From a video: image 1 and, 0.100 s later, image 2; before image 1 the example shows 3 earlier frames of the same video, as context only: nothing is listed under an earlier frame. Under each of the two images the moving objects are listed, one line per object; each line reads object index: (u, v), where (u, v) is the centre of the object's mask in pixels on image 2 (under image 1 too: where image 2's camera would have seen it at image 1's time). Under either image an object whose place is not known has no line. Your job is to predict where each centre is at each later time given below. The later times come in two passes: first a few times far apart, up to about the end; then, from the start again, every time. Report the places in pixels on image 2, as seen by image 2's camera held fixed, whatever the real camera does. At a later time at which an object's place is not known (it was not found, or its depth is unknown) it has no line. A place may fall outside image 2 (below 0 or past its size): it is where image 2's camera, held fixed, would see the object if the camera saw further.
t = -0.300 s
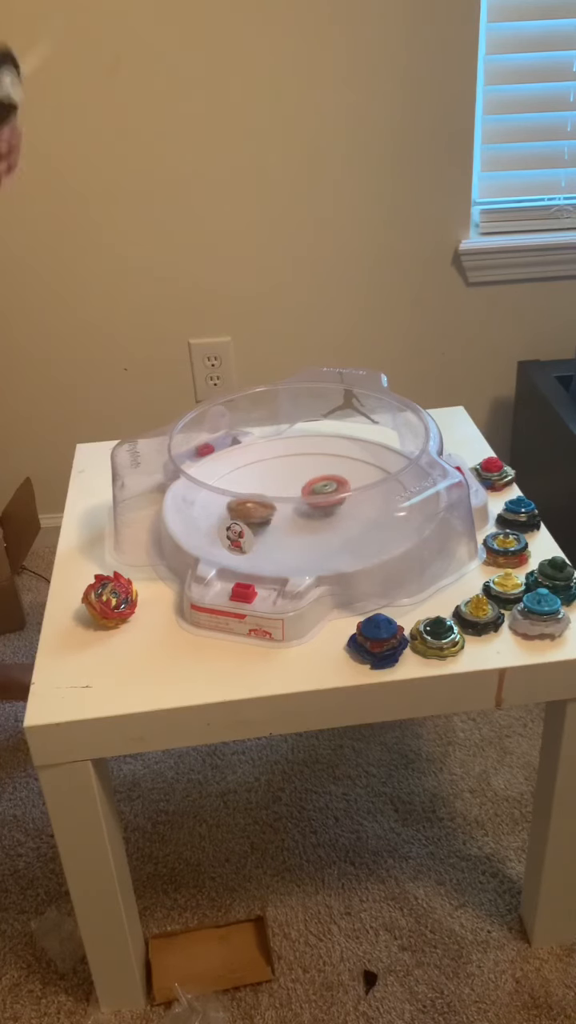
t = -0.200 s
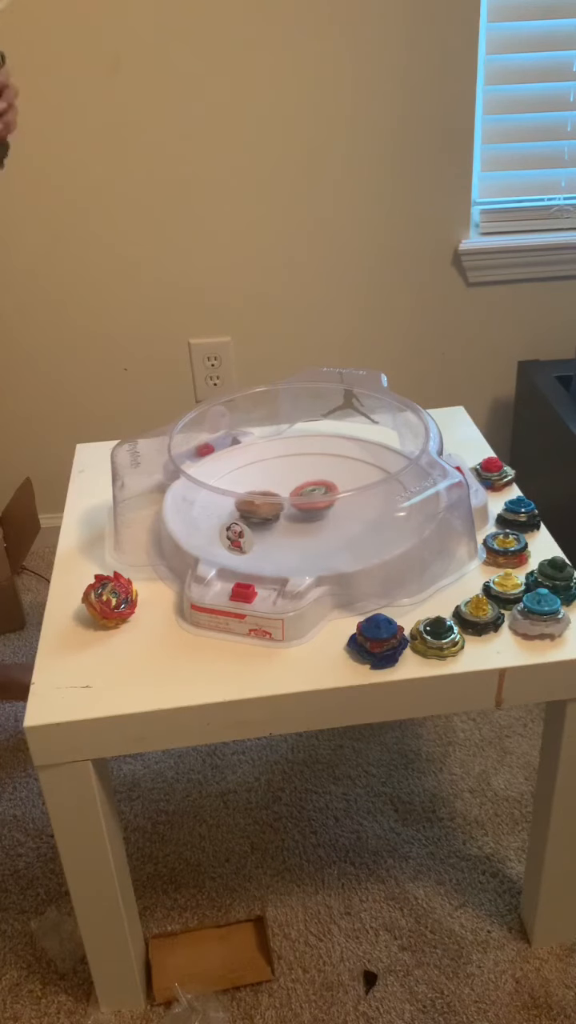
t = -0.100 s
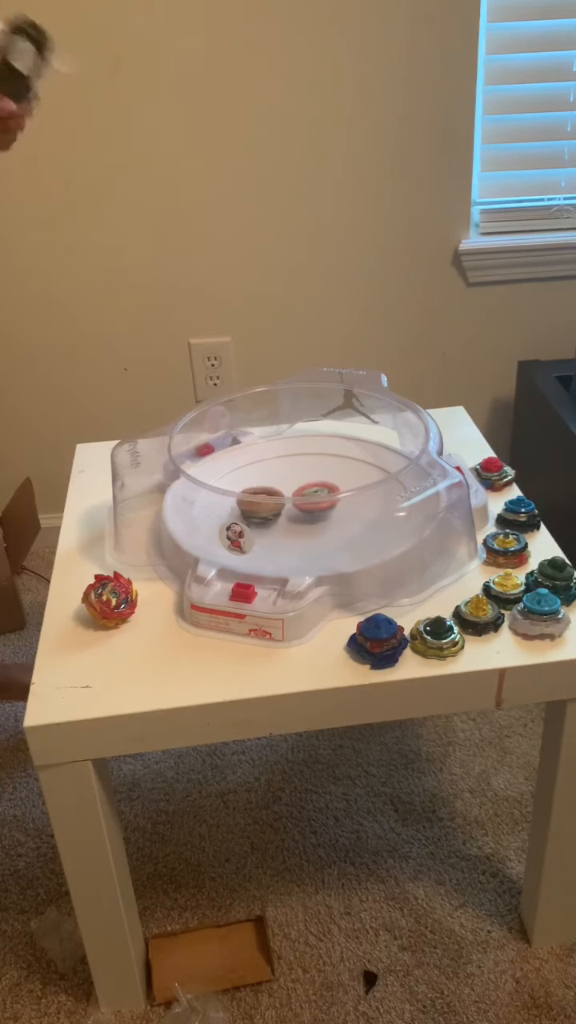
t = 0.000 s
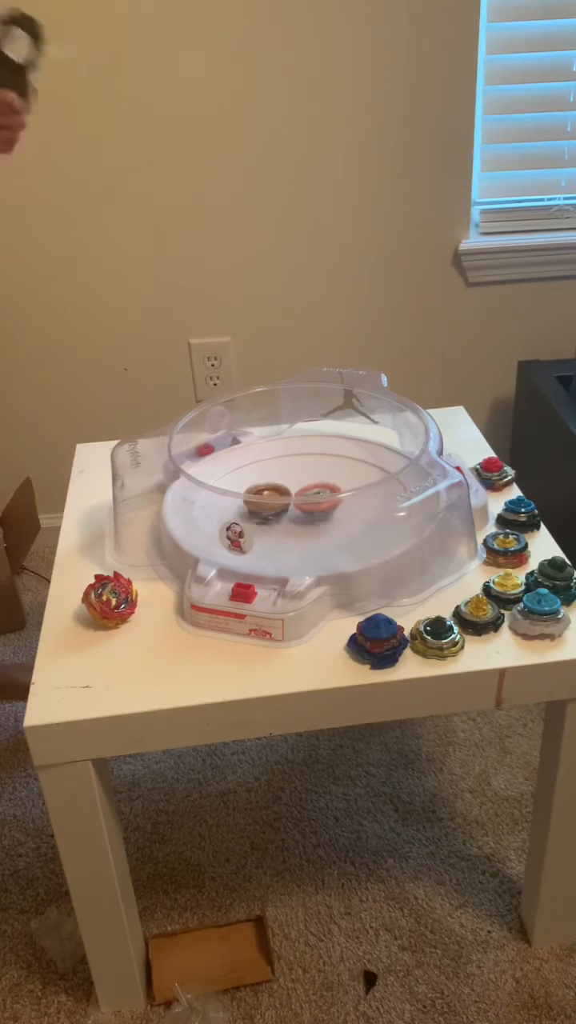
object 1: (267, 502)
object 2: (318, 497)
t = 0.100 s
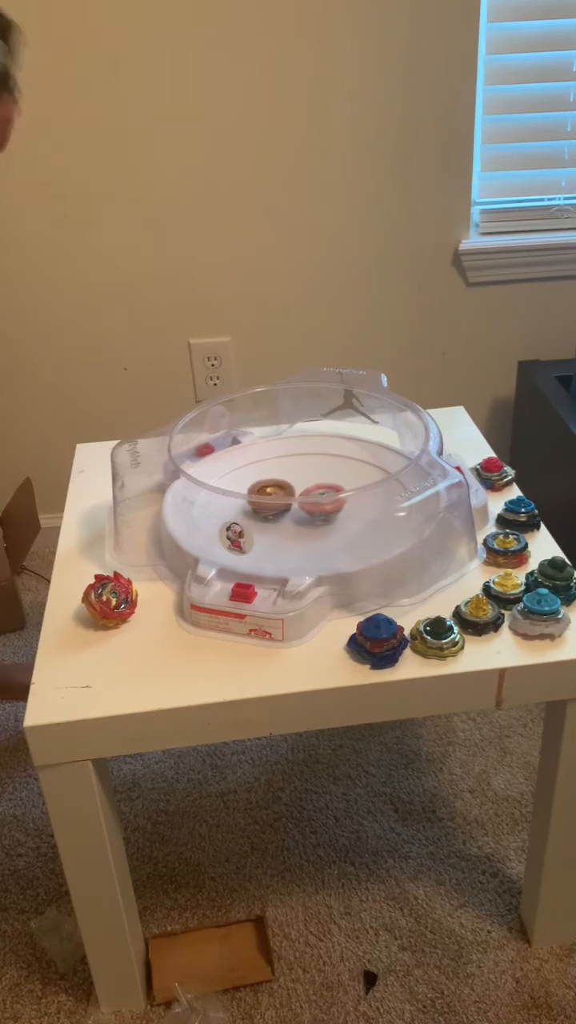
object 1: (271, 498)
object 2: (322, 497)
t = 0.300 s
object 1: (272, 491)
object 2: (330, 503)
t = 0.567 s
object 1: (278, 484)
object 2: (323, 510)
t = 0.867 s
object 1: (289, 482)
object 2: (310, 509)
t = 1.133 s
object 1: (298, 481)
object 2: (309, 513)
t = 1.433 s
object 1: (304, 481)
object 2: (305, 514)
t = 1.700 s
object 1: (311, 474)
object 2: (298, 520)
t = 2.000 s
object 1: (317, 476)
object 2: (300, 511)
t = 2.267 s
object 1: (324, 481)
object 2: (294, 508)
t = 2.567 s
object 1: (339, 496)
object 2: (281, 505)
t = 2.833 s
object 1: (340, 503)
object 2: (287, 502)
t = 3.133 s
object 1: (358, 509)
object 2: (277, 498)
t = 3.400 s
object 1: (341, 515)
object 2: (292, 502)
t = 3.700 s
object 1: (325, 521)
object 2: (286, 496)
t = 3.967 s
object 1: (307, 523)
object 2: (291, 488)
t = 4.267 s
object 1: (290, 522)
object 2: (301, 490)
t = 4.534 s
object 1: (283, 522)
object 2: (301, 487)
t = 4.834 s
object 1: (281, 522)
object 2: (308, 487)
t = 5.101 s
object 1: (273, 524)
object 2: (322, 485)
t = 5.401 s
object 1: (274, 522)
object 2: (312, 491)
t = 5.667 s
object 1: (272, 518)
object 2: (312, 493)
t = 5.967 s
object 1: (274, 517)
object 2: (318, 488)
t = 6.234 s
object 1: (273, 517)
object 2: (323, 489)
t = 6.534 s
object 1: (254, 513)
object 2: (346, 490)
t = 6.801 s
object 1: (261, 519)
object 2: (335, 494)
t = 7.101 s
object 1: (261, 511)
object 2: (355, 492)
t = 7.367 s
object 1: (285, 515)
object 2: (339, 500)
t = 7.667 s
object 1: (274, 508)
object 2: (330, 501)
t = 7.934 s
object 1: (278, 507)
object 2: (324, 495)
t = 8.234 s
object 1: (270, 501)
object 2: (321, 501)
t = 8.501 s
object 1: (272, 502)
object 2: (326, 504)
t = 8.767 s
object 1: (275, 504)
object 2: (321, 514)
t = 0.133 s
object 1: (272, 497)
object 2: (323, 499)
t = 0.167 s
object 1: (273, 497)
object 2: (324, 500)
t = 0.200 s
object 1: (275, 496)
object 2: (325, 501)
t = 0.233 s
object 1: (277, 496)
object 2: (325, 501)
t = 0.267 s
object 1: (275, 493)
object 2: (326, 502)
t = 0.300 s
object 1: (272, 491)
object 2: (330, 503)
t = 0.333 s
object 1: (272, 489)
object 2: (332, 504)
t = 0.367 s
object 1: (272, 488)
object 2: (333, 505)
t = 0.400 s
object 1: (273, 487)
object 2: (333, 505)
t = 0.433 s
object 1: (273, 486)
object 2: (333, 505)
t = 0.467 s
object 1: (274, 485)
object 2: (331, 506)
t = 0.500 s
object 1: (275, 485)
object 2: (329, 509)
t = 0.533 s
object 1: (277, 484)
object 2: (326, 510)
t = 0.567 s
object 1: (278, 484)
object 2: (323, 510)
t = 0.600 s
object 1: (279, 485)
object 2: (320, 510)
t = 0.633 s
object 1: (281, 485)
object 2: (318, 509)
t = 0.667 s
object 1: (282, 485)
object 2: (317, 509)
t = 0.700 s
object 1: (284, 485)
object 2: (313, 508)
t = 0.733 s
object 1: (285, 483)
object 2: (311, 509)
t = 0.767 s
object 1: (286, 483)
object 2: (311, 509)
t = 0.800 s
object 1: (287, 482)
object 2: (311, 509)
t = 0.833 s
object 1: (288, 482)
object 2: (311, 509)
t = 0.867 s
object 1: (289, 482)
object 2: (310, 509)
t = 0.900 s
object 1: (291, 482)
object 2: (310, 509)
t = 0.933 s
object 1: (292, 481)
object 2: (310, 510)
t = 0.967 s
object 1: (293, 481)
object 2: (310, 510)
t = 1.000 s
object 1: (295, 481)
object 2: (310, 510)
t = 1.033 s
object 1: (295, 481)
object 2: (310, 511)
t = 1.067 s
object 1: (296, 481)
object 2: (309, 512)
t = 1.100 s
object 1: (297, 481)
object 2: (309, 512)
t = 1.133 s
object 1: (298, 481)
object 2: (309, 513)
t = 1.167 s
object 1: (299, 481)
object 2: (309, 513)
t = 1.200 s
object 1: (300, 481)
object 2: (308, 513)
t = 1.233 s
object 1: (300, 481)
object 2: (307, 513)
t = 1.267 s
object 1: (301, 481)
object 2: (306, 512)
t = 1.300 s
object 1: (302, 481)
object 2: (306, 512)
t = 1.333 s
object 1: (302, 481)
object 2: (306, 513)
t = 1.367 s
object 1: (302, 481)
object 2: (305, 514)
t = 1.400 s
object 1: (303, 481)
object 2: (305, 514)
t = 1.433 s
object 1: (304, 481)
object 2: (305, 514)
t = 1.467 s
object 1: (305, 481)
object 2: (305, 514)
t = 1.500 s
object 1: (305, 481)
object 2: (305, 514)
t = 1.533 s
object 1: (305, 481)
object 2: (304, 513)
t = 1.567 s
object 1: (306, 482)
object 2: (304, 513)
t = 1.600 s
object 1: (307, 479)
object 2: (302, 515)
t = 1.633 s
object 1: (308, 476)
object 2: (300, 517)
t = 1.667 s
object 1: (309, 475)
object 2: (300, 519)
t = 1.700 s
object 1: (311, 474)
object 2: (298, 520)
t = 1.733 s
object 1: (312, 471)
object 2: (297, 521)
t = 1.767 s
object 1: (313, 470)
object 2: (297, 521)
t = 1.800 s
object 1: (314, 470)
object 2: (297, 521)
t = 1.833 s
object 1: (315, 470)
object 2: (297, 520)
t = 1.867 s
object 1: (316, 472)
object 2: (297, 518)
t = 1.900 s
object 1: (316, 471)
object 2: (298, 516)
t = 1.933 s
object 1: (317, 473)
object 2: (297, 514)
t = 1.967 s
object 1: (317, 475)
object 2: (299, 512)
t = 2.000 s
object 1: (317, 476)
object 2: (300, 511)
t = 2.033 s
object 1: (316, 478)
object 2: (300, 510)
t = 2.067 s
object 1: (317, 479)
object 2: (302, 509)
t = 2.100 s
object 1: (317, 480)
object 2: (301, 508)
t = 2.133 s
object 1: (319, 479)
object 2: (302, 510)
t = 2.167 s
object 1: (321, 480)
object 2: (298, 508)
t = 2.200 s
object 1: (322, 480)
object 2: (298, 511)
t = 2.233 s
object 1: (323, 481)
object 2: (297, 511)
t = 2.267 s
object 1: (324, 481)
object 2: (294, 508)
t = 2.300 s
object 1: (327, 486)
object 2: (291, 506)
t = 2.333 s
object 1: (329, 488)
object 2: (289, 505)
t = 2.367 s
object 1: (330, 490)
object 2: (289, 505)
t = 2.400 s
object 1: (331, 491)
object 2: (288, 505)
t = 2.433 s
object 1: (332, 492)
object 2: (288, 504)
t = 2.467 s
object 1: (333, 494)
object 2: (288, 504)
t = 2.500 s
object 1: (336, 494)
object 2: (285, 505)
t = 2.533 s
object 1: (338, 495)
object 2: (283, 504)
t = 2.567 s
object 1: (339, 496)
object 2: (281, 505)
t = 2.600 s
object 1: (341, 497)
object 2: (280, 505)
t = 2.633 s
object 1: (342, 497)
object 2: (280, 504)
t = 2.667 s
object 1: (342, 498)
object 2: (280, 504)
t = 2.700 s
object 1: (343, 499)
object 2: (281, 503)
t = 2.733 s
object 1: (343, 500)
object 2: (282, 503)
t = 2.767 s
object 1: (342, 501)
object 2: (284, 503)
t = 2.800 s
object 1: (341, 501)
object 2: (286, 502)
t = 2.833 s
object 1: (340, 503)
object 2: (287, 502)
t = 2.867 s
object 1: (342, 504)
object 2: (287, 503)
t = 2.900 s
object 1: (349, 504)
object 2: (282, 498)
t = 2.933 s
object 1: (353, 505)
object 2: (278, 499)
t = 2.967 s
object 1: (355, 505)
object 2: (275, 499)
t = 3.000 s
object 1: (356, 506)
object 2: (273, 498)
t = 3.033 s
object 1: (358, 507)
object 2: (273, 498)
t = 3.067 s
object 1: (358, 508)
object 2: (274, 498)
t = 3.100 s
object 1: (358, 508)
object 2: (275, 498)
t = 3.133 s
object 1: (358, 509)
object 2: (277, 498)
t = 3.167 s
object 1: (357, 510)
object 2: (280, 499)
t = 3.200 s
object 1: (355, 511)
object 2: (283, 499)
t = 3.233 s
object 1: (353, 511)
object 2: (285, 500)
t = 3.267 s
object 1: (351, 512)
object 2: (287, 500)
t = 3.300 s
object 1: (348, 512)
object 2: (290, 501)
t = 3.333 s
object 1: (345, 513)
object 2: (291, 501)
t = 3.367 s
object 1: (342, 514)
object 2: (293, 502)
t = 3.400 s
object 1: (341, 515)
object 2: (292, 502)
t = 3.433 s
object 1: (342, 516)
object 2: (288, 500)
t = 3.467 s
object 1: (341, 517)
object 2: (285, 499)
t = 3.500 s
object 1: (340, 517)
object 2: (284, 497)
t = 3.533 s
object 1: (338, 518)
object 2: (283, 497)
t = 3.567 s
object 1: (336, 519)
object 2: (282, 497)
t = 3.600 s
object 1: (333, 520)
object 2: (283, 496)
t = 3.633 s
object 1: (330, 520)
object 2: (283, 496)
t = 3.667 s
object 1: (327, 520)
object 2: (284, 496)
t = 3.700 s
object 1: (325, 521)
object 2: (286, 496)
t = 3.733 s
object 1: (321, 521)
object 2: (286, 494)
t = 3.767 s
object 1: (317, 521)
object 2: (288, 494)
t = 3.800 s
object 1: (314, 521)
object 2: (288, 493)
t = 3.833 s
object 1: (315, 522)
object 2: (288, 492)
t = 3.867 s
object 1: (313, 522)
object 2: (289, 488)
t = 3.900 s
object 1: (311, 523)
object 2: (288, 490)
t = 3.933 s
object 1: (309, 523)
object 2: (290, 488)
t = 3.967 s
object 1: (307, 523)
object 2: (291, 488)
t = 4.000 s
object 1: (305, 523)
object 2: (292, 491)
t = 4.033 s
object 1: (303, 523)
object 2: (293, 491)
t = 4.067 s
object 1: (302, 523)
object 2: (294, 491)
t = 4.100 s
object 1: (300, 522)
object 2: (296, 492)
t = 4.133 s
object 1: (298, 523)
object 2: (297, 489)
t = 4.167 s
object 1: (297, 523)
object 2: (298, 491)
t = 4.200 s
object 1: (294, 523)
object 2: (299, 492)
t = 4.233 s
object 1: (292, 522)
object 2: (300, 491)
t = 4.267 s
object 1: (290, 522)
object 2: (301, 490)
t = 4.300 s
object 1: (288, 523)
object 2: (300, 488)
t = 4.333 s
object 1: (287, 523)
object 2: (301, 487)
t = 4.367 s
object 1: (286, 523)
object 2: (301, 487)
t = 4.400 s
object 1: (285, 523)
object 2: (301, 487)
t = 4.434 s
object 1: (284, 523)
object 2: (301, 487)
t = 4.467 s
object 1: (284, 522)
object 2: (301, 487)
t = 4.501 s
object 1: (284, 522)
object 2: (301, 487)
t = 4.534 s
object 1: (283, 522)
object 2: (301, 487)
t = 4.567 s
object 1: (283, 522)
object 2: (302, 487)
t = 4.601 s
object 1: (281, 524)
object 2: (302, 487)
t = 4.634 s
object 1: (280, 524)
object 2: (303, 487)
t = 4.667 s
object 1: (281, 523)
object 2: (303, 487)
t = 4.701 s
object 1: (283, 522)
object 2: (304, 491)
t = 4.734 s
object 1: (282, 522)
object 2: (305, 491)
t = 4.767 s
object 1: (282, 522)
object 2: (306, 488)
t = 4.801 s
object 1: (282, 522)
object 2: (307, 487)
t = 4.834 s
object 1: (281, 522)
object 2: (308, 487)
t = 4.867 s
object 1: (282, 522)
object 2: (309, 487)
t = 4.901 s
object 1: (281, 523)
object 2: (310, 491)
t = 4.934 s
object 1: (282, 521)
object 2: (310, 491)
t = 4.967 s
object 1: (279, 522)
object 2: (313, 490)
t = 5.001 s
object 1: (276, 524)
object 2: (317, 487)
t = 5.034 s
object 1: (275, 524)
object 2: (318, 484)
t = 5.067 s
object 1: (274, 524)
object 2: (321, 485)
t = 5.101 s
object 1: (273, 524)
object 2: (322, 485)
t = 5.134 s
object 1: (273, 524)
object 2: (322, 486)
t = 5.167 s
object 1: (273, 524)
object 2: (321, 484)
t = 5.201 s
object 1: (273, 524)
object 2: (320, 488)
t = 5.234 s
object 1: (273, 524)
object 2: (318, 489)
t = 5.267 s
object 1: (274, 524)
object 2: (316, 490)
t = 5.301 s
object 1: (274, 524)
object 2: (314, 490)
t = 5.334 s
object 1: (275, 522)
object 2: (313, 491)
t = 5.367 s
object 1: (277, 521)
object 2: (311, 491)
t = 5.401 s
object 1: (274, 522)
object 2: (312, 491)
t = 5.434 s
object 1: (272, 521)
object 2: (313, 491)
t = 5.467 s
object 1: (273, 521)
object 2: (313, 490)
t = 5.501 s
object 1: (272, 521)
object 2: (314, 490)
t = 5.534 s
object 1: (272, 520)
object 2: (314, 491)
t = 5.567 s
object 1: (272, 520)
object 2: (314, 491)
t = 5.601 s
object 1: (272, 519)
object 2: (313, 492)
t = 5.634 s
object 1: (272, 518)
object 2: (313, 493)
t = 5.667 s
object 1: (272, 518)
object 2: (312, 493)
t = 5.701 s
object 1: (272, 518)
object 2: (313, 492)
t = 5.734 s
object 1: (273, 518)
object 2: (313, 491)
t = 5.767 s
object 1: (273, 517)
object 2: (312, 490)
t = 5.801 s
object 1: (274, 517)
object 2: (314, 491)
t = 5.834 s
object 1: (274, 517)
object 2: (316, 490)
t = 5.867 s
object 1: (275, 517)
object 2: (316, 490)
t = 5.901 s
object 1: (275, 517)
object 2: (317, 490)
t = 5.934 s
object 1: (275, 517)
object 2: (317, 488)
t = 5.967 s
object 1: (274, 517)
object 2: (318, 488)
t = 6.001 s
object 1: (273, 517)
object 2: (321, 487)
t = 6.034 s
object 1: (273, 517)
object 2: (323, 486)
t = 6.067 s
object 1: (272, 517)
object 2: (324, 486)
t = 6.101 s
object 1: (271, 517)
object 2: (324, 486)
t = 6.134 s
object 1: (271, 517)
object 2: (324, 487)
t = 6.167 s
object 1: (272, 517)
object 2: (325, 487)
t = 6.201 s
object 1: (273, 516)
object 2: (324, 488)
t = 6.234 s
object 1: (273, 517)
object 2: (323, 489)
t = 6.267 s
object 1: (275, 517)
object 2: (323, 490)
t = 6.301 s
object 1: (276, 517)
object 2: (323, 491)
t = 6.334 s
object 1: (276, 517)
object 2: (323, 492)
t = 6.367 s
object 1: (277, 517)
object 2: (324, 493)
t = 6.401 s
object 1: (269, 517)
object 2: (329, 493)
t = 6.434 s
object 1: (262, 513)
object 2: (337, 492)
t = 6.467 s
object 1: (257, 513)
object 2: (342, 491)
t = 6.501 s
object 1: (255, 513)
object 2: (344, 490)
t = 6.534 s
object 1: (254, 513)
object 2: (346, 490)
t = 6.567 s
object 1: (253, 514)
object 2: (346, 491)
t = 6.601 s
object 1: (253, 516)
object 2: (346, 490)
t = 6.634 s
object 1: (253, 516)
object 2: (345, 491)
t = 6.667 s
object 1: (254, 516)
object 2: (344, 491)
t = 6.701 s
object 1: (255, 517)
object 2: (342, 492)
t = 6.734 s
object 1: (257, 518)
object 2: (340, 492)
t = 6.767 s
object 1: (259, 519)
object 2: (337, 493)
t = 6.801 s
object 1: (261, 519)
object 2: (335, 494)
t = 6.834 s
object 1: (264, 519)
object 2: (333, 493)
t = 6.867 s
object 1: (268, 519)
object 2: (331, 494)
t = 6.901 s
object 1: (273, 517)
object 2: (329, 495)
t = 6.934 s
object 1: (278, 517)
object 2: (328, 495)
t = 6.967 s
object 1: (274, 511)
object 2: (335, 497)
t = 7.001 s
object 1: (268, 513)
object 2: (342, 494)
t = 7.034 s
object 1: (263, 511)
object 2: (349, 492)
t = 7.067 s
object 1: (261, 511)
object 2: (352, 492)
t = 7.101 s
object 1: (261, 511)
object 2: (355, 492)
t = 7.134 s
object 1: (263, 512)
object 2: (355, 492)
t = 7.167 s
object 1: (266, 514)
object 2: (355, 492)
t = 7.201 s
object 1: (268, 515)
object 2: (354, 493)
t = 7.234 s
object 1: (272, 515)
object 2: (352, 495)
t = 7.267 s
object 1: (275, 515)
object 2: (350, 497)
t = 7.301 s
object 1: (278, 515)
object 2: (348, 496)
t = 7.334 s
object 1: (281, 515)
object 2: (343, 498)
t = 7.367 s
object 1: (285, 515)
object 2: (339, 500)
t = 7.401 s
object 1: (279, 515)
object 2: (339, 502)
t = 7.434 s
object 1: (274, 509)
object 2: (343, 501)
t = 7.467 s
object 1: (271, 508)
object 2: (344, 502)
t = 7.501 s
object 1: (269, 508)
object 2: (343, 503)
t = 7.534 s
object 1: (269, 507)
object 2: (342, 504)
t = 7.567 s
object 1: (270, 507)
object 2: (339, 506)
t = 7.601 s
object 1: (271, 507)
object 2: (334, 503)
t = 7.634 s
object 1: (272, 508)
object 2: (332, 503)
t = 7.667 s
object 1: (274, 508)
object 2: (330, 501)
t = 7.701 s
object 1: (276, 509)
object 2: (328, 500)
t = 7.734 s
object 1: (278, 510)
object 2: (327, 499)
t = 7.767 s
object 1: (279, 510)
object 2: (328, 498)
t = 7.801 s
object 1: (278, 509)
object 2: (328, 497)
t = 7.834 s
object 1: (278, 509)
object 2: (328, 494)
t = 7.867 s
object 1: (276, 509)
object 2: (327, 494)
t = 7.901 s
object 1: (277, 508)
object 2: (325, 495)
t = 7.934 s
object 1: (278, 507)
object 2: (324, 495)
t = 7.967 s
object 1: (277, 506)
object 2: (326, 502)
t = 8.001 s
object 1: (275, 504)
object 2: (325, 502)
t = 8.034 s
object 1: (275, 504)
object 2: (326, 501)
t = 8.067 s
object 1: (275, 503)
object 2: (324, 502)
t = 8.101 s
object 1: (275, 503)
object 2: (325, 500)
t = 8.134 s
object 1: (273, 503)
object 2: (324, 501)
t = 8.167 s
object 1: (271, 503)
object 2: (325, 504)
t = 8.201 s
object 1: (270, 502)
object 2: (322, 500)
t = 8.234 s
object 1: (270, 501)
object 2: (321, 501)
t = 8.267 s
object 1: (270, 501)
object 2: (321, 501)
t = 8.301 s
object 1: (271, 502)
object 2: (322, 500)
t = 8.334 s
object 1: (272, 502)
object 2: (322, 500)
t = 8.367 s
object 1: (274, 502)
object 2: (322, 500)
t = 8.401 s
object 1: (274, 501)
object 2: (324, 502)
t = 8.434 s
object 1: (274, 501)
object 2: (324, 504)
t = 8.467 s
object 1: (274, 502)
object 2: (324, 504)
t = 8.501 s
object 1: (272, 502)
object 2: (326, 504)
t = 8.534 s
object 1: (272, 502)
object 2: (327, 506)
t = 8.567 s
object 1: (272, 502)
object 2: (328, 507)
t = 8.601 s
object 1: (273, 503)
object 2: (328, 508)
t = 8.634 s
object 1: (273, 503)
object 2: (327, 508)
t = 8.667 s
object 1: (275, 504)
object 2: (324, 515)
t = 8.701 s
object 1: (275, 504)
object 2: (323, 515)
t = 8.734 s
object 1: (276, 504)
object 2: (322, 514)
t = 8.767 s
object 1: (275, 504)
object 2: (321, 514)
